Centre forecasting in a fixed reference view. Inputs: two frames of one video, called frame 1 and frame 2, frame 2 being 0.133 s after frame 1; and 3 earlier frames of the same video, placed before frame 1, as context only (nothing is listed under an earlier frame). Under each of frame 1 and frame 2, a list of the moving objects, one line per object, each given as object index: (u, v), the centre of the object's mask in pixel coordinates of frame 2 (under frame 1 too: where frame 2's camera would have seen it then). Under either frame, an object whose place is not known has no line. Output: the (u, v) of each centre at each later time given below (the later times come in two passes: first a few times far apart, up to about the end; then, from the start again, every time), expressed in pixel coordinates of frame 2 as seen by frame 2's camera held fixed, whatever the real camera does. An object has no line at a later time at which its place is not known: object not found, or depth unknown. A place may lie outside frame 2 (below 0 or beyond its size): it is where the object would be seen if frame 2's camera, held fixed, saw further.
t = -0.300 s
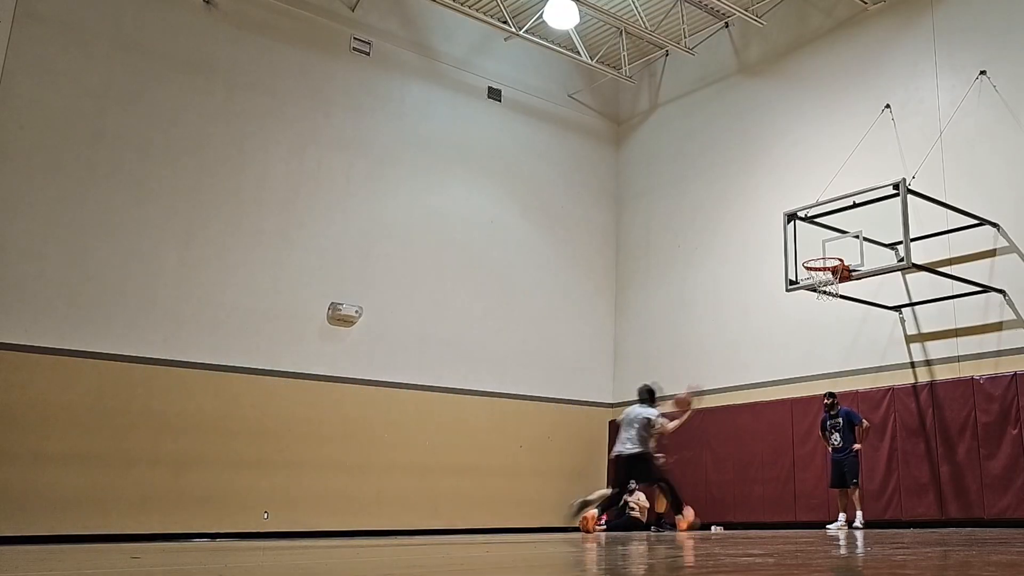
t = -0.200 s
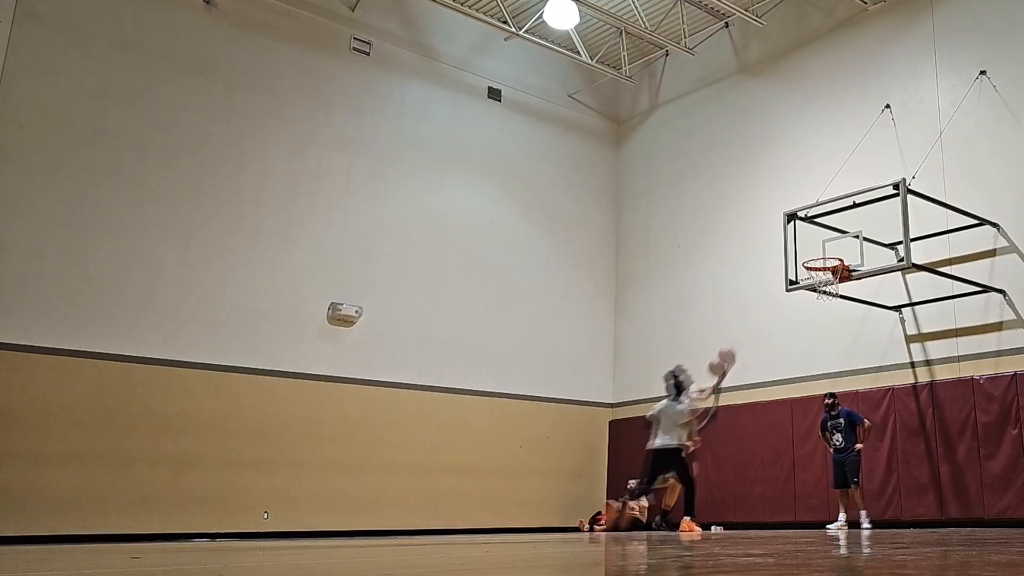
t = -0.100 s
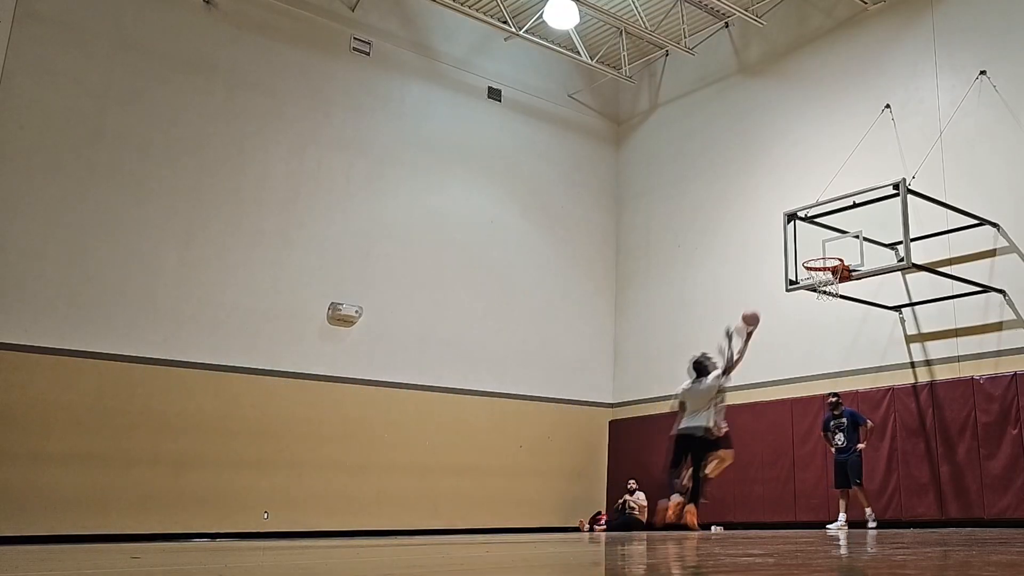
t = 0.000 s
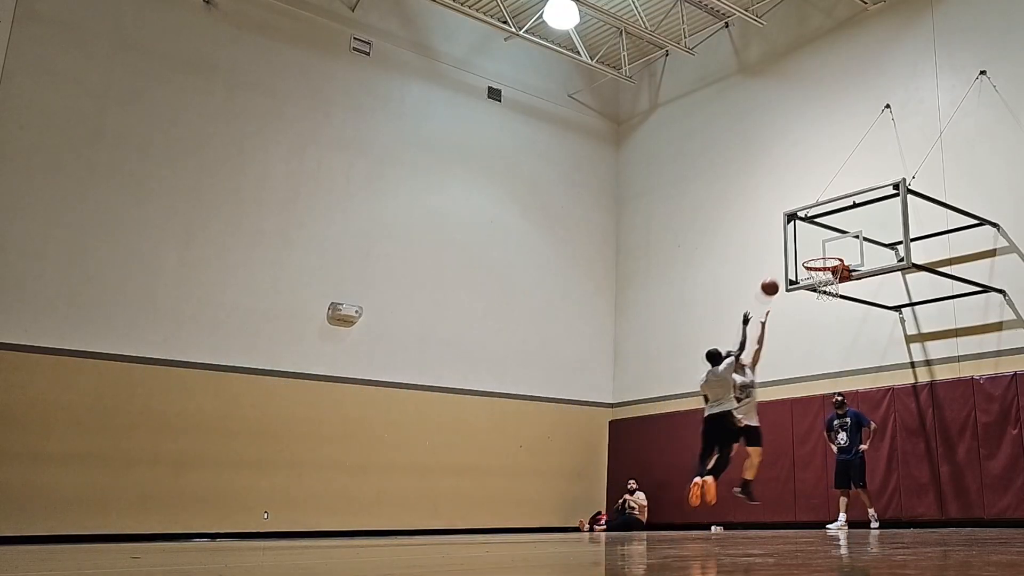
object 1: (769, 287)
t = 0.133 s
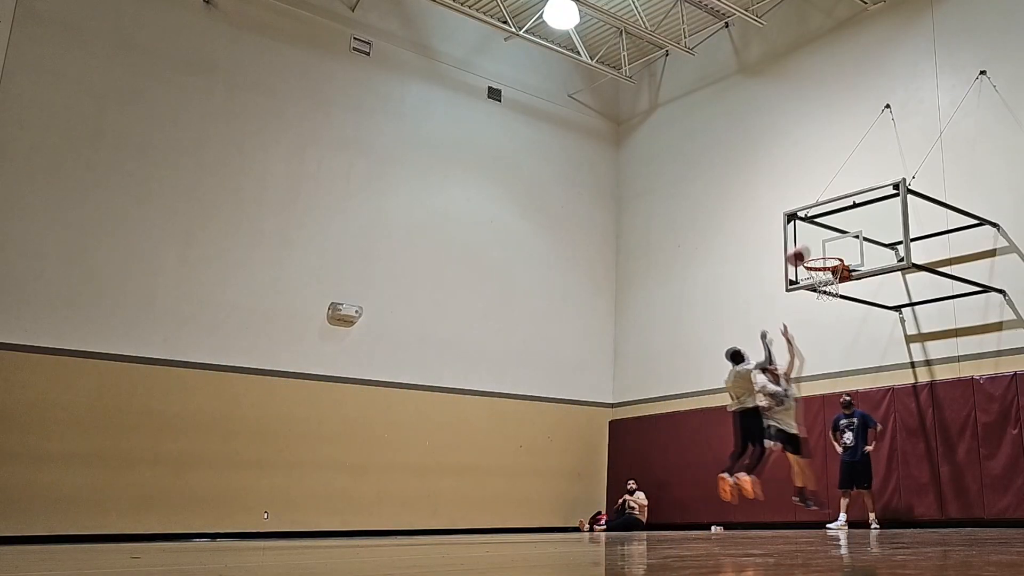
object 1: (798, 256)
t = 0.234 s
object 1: (807, 243)
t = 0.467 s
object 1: (814, 245)
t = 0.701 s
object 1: (830, 284)
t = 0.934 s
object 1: (835, 307)
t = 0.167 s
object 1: (805, 251)
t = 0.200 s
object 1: (807, 246)
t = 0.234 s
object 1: (807, 243)
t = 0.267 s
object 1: (808, 240)
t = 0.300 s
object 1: (809, 239)
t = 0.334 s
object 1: (810, 238)
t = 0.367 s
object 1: (811, 238)
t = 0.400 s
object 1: (812, 240)
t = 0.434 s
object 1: (813, 242)
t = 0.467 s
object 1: (814, 245)
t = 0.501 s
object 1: (815, 248)
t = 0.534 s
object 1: (815, 252)
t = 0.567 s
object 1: (817, 259)
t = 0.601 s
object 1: (820, 265)
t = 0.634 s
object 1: (824, 270)
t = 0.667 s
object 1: (825, 280)
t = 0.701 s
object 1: (830, 284)
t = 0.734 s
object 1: (832, 285)
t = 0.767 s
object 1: (833, 288)
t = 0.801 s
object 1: (834, 291)
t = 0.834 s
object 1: (834, 292)
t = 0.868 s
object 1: (835, 296)
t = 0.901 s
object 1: (835, 301)
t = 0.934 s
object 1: (835, 307)
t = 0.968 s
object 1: (836, 312)
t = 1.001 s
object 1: (837, 319)
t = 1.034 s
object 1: (838, 327)
